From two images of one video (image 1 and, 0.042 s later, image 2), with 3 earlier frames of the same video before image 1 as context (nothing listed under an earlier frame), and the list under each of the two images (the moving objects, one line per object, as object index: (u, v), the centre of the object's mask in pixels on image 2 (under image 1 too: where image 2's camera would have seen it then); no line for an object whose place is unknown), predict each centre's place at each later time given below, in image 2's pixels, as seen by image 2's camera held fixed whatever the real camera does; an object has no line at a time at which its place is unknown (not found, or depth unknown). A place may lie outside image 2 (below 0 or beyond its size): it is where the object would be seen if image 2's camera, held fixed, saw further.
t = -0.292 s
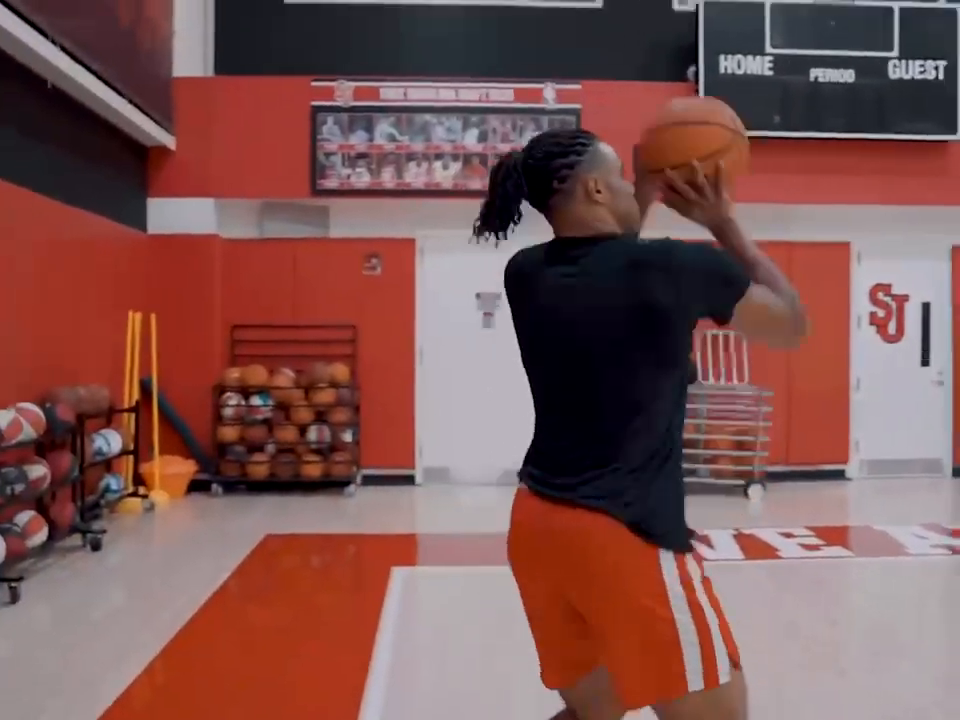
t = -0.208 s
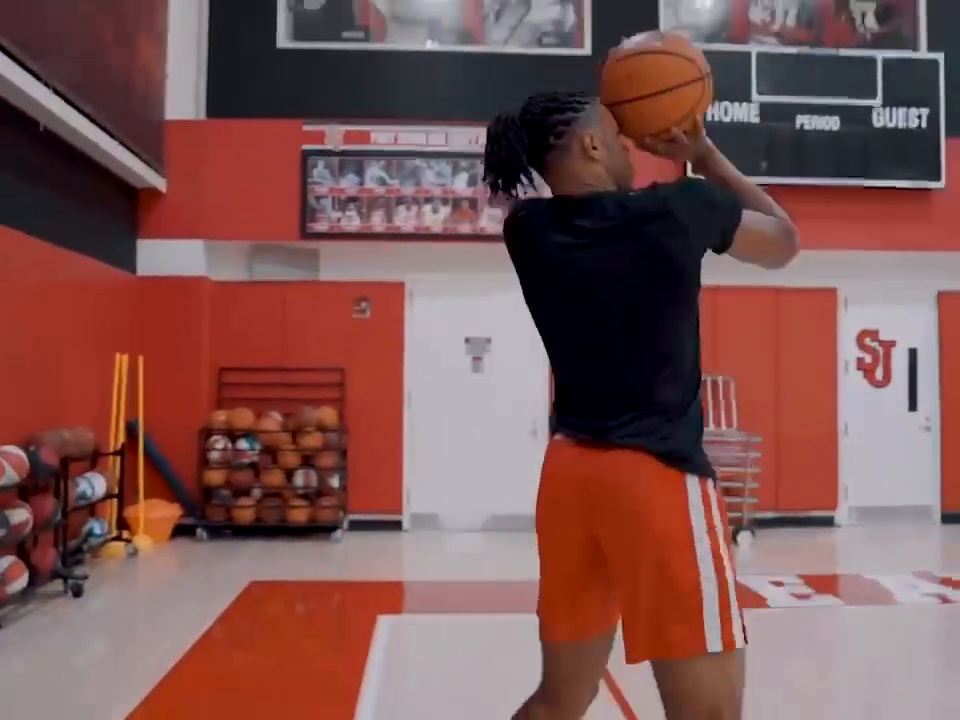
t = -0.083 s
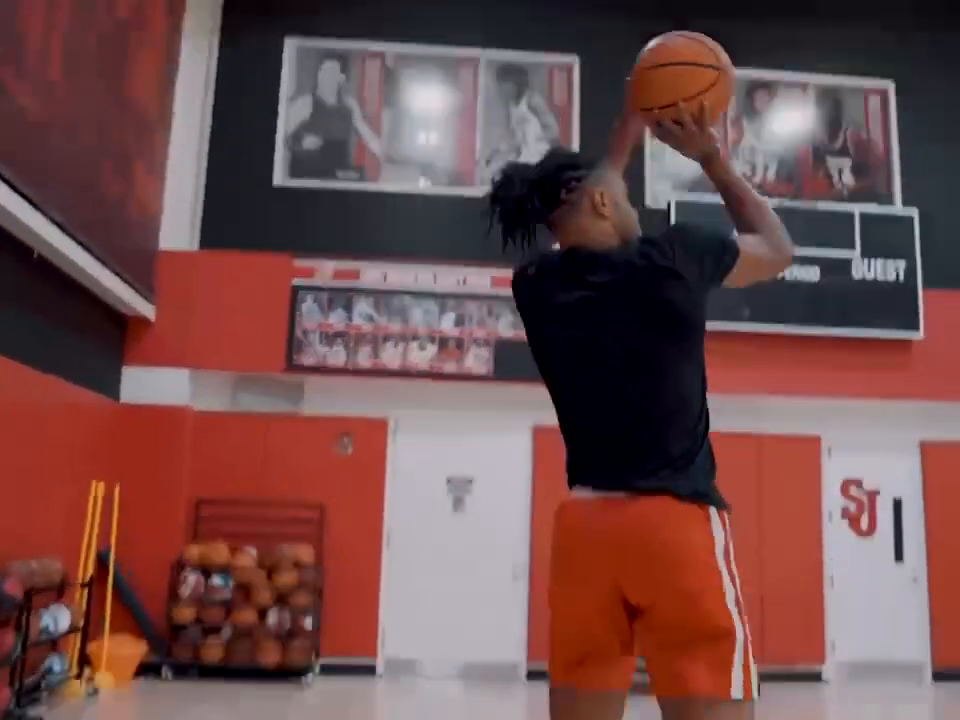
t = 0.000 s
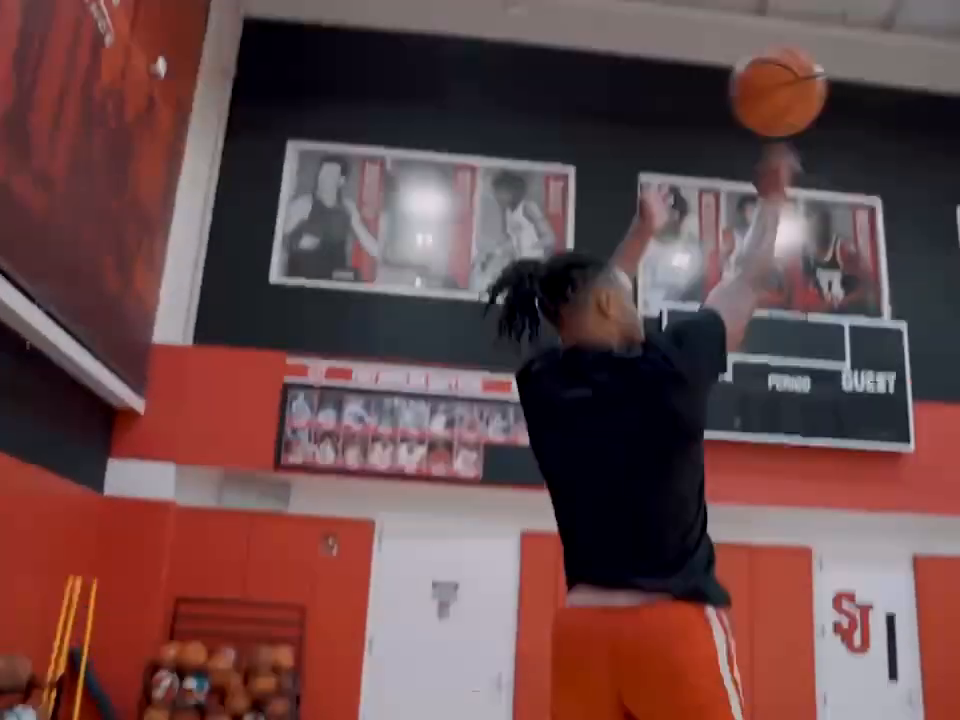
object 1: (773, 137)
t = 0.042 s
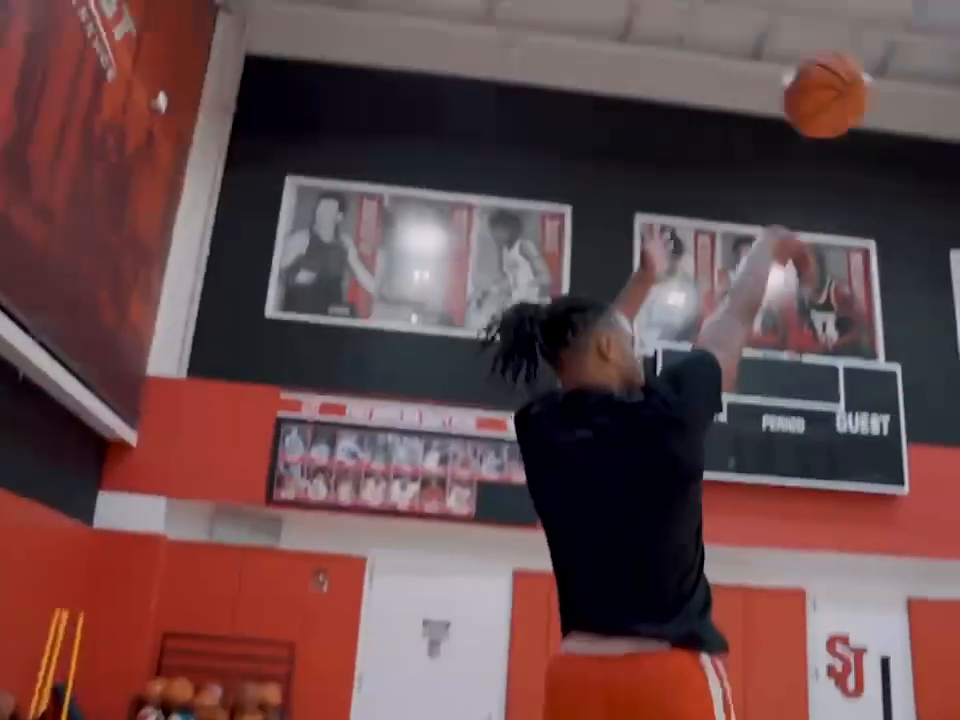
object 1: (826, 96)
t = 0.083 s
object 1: (899, 46)
